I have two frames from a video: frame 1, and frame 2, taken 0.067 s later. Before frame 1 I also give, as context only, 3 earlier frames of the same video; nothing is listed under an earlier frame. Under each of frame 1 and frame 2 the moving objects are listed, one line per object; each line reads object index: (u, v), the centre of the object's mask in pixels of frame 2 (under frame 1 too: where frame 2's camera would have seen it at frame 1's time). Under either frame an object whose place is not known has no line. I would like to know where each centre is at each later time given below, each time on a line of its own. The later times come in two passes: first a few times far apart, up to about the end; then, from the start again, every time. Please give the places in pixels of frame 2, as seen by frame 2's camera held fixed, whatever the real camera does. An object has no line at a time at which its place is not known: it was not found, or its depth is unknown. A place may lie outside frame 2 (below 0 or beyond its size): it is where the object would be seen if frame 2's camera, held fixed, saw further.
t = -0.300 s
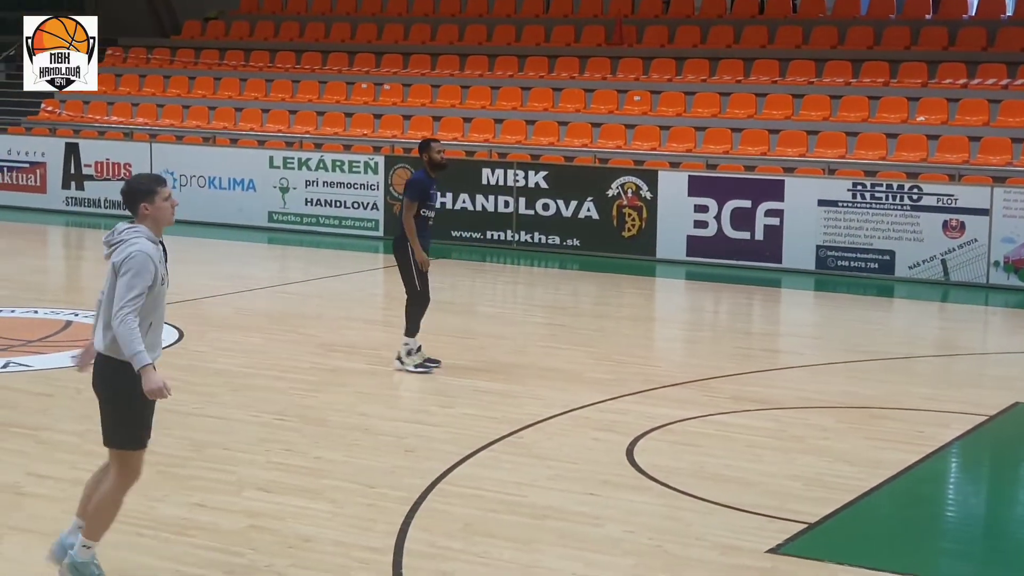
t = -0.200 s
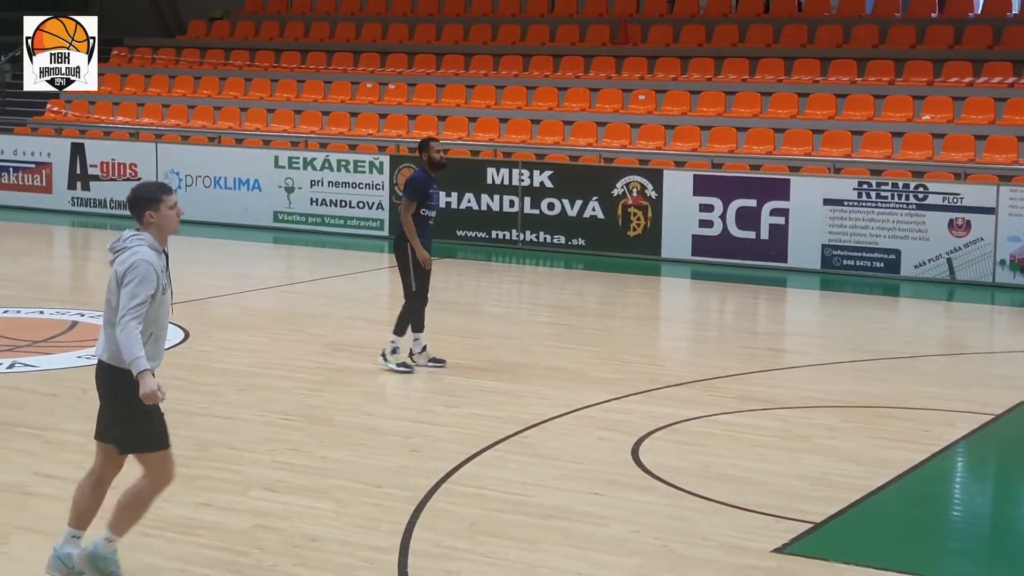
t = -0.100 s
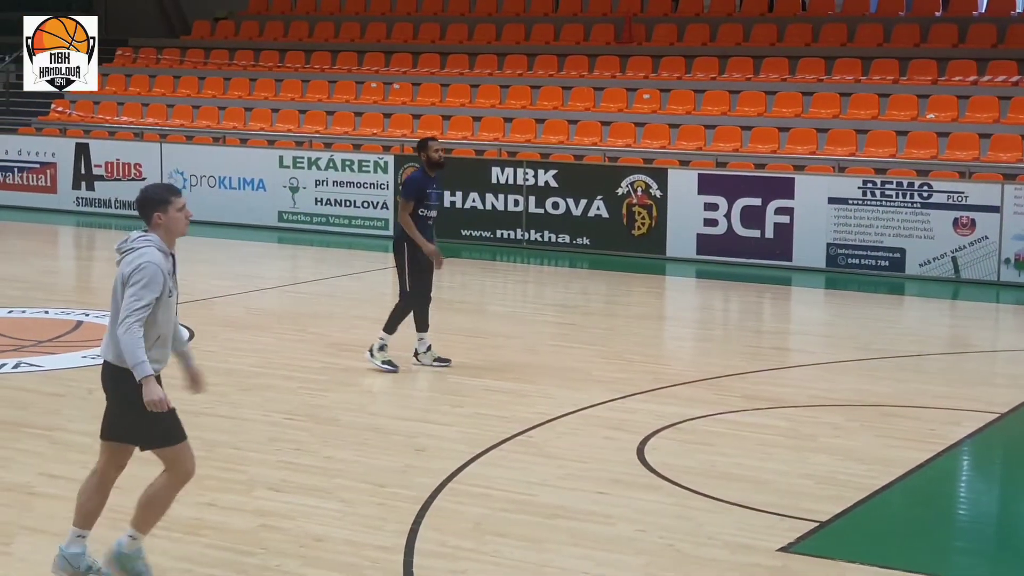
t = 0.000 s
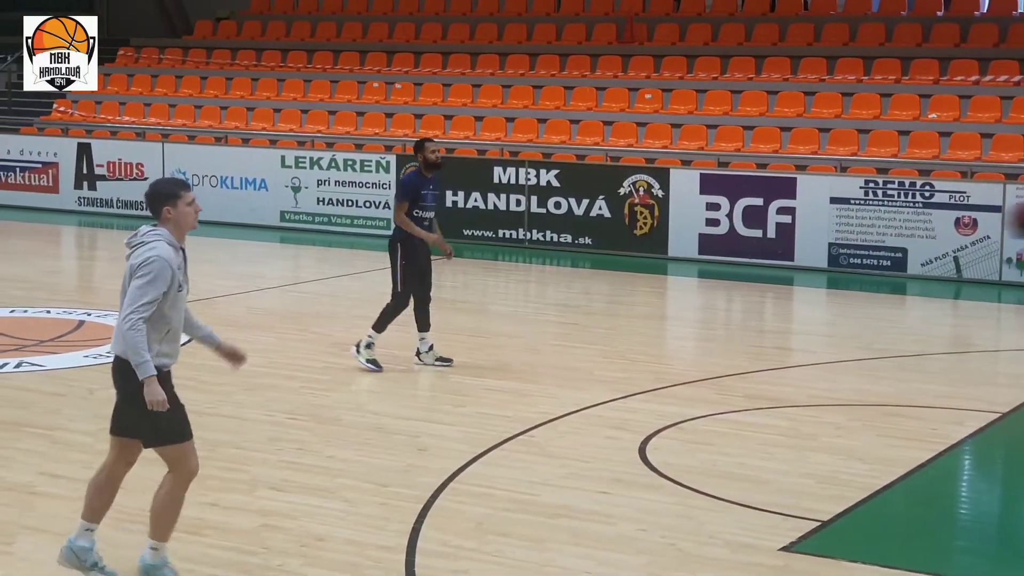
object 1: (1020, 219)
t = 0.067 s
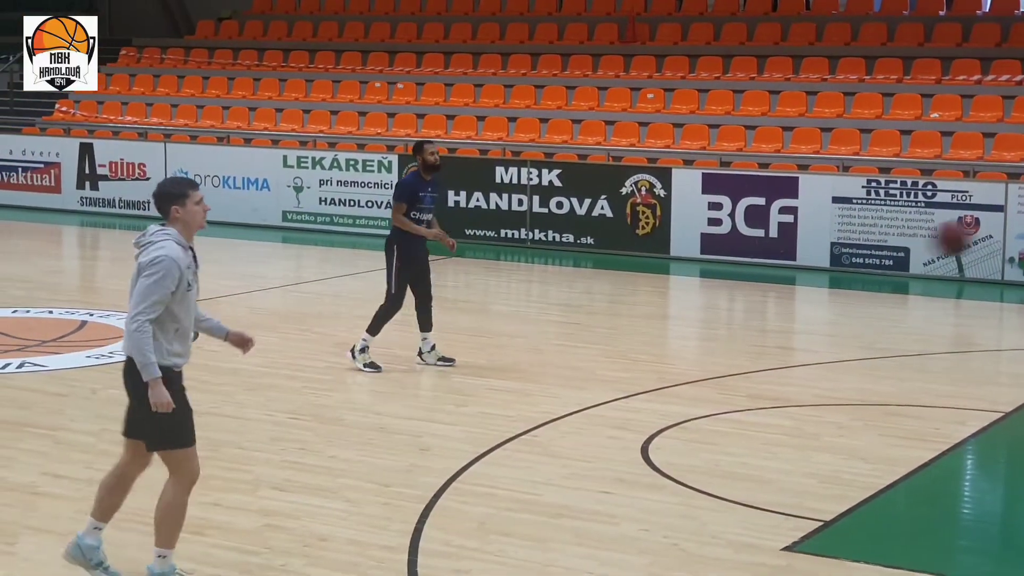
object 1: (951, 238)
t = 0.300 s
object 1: (712, 345)
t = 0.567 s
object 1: (576, 282)
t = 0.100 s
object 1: (915, 250)
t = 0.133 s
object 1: (877, 264)
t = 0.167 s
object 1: (842, 278)
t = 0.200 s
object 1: (807, 294)
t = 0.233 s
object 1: (776, 309)
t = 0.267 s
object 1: (743, 327)
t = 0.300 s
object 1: (712, 345)
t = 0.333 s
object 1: (683, 364)
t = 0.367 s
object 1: (655, 380)
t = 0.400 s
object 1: (641, 358)
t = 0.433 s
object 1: (628, 340)
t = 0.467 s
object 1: (615, 323)
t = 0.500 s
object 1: (602, 307)
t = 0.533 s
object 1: (589, 293)
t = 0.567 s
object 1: (576, 282)
